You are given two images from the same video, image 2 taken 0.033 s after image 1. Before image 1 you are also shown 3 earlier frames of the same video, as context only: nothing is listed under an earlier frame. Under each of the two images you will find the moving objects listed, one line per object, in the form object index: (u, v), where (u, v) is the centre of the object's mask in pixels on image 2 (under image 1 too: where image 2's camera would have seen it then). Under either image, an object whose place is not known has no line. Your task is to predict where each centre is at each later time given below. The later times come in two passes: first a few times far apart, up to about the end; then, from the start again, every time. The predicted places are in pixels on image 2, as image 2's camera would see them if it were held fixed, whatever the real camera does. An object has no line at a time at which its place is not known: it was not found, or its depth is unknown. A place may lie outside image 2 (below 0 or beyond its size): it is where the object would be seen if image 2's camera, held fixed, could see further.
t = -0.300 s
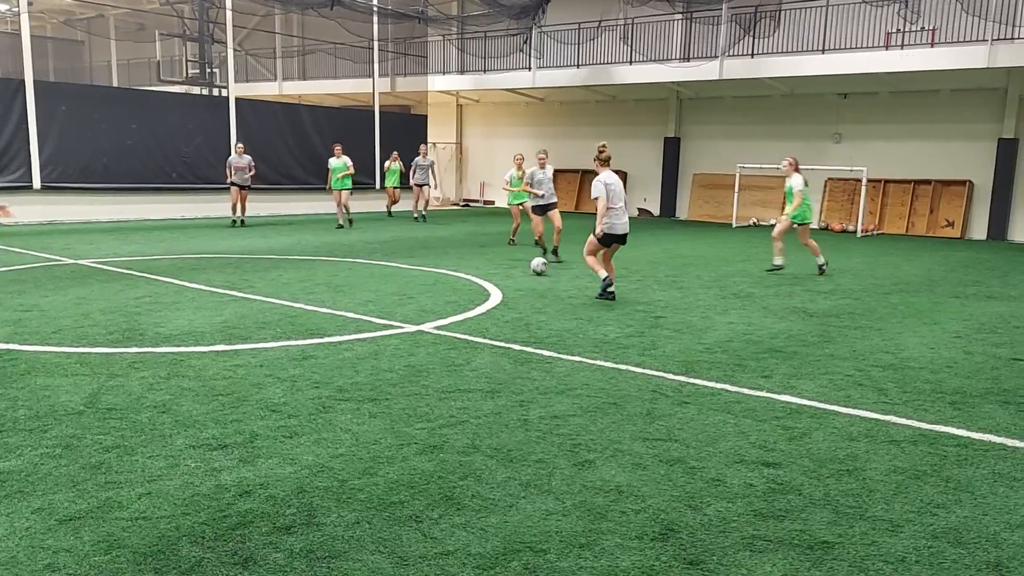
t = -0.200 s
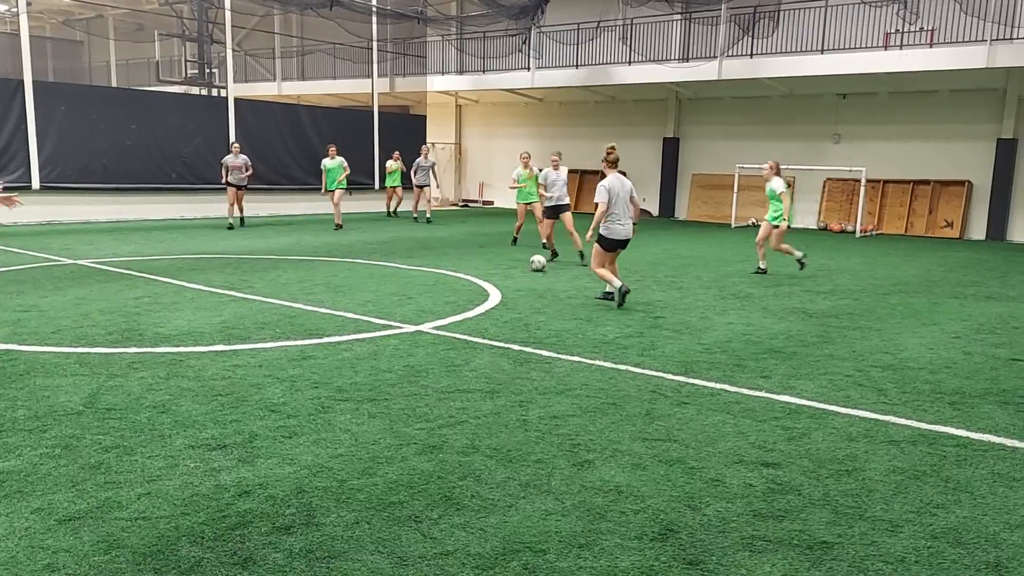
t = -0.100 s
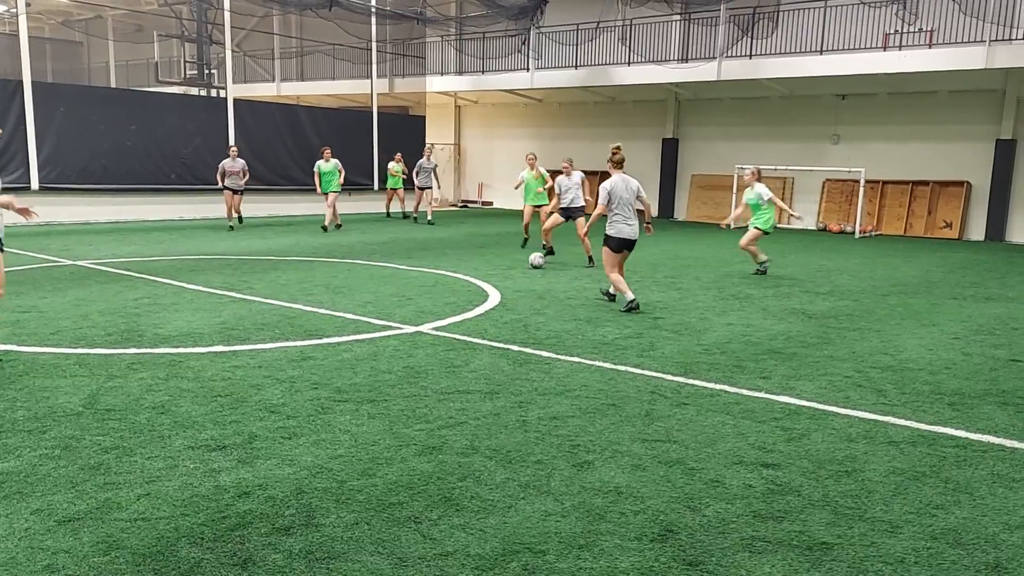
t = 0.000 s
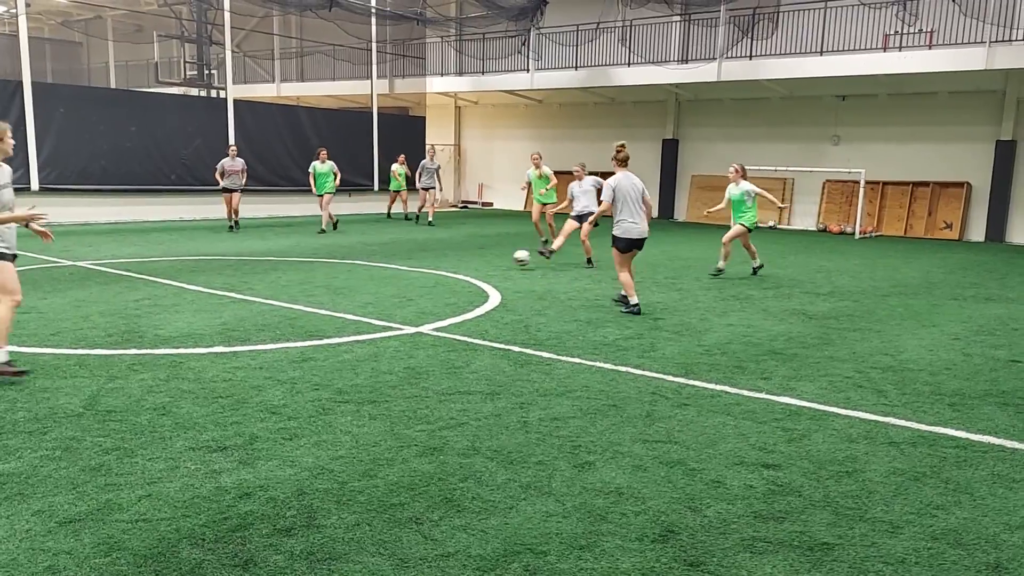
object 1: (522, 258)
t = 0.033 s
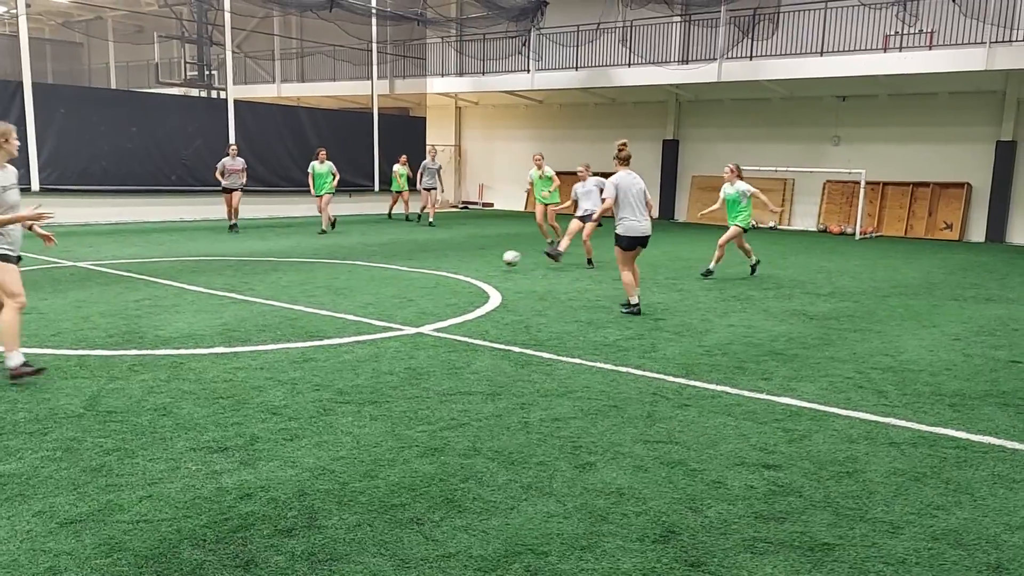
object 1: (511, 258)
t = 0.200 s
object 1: (452, 269)
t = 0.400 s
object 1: (380, 279)
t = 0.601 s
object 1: (306, 288)
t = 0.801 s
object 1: (227, 300)
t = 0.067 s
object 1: (500, 258)
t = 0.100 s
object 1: (489, 260)
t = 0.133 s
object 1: (478, 262)
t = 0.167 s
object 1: (465, 265)
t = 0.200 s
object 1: (452, 269)
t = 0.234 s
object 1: (438, 275)
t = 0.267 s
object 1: (427, 275)
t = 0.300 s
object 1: (416, 275)
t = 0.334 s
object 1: (404, 274)
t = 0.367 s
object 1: (392, 276)
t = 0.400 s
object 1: (380, 279)
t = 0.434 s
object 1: (368, 282)
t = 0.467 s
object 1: (353, 287)
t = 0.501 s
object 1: (342, 289)
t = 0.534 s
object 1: (331, 287)
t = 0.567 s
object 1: (319, 287)
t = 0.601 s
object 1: (306, 288)
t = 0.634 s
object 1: (295, 289)
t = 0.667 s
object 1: (282, 294)
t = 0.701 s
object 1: (269, 300)
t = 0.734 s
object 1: (255, 301)
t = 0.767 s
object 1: (241, 300)
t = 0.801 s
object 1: (227, 300)
